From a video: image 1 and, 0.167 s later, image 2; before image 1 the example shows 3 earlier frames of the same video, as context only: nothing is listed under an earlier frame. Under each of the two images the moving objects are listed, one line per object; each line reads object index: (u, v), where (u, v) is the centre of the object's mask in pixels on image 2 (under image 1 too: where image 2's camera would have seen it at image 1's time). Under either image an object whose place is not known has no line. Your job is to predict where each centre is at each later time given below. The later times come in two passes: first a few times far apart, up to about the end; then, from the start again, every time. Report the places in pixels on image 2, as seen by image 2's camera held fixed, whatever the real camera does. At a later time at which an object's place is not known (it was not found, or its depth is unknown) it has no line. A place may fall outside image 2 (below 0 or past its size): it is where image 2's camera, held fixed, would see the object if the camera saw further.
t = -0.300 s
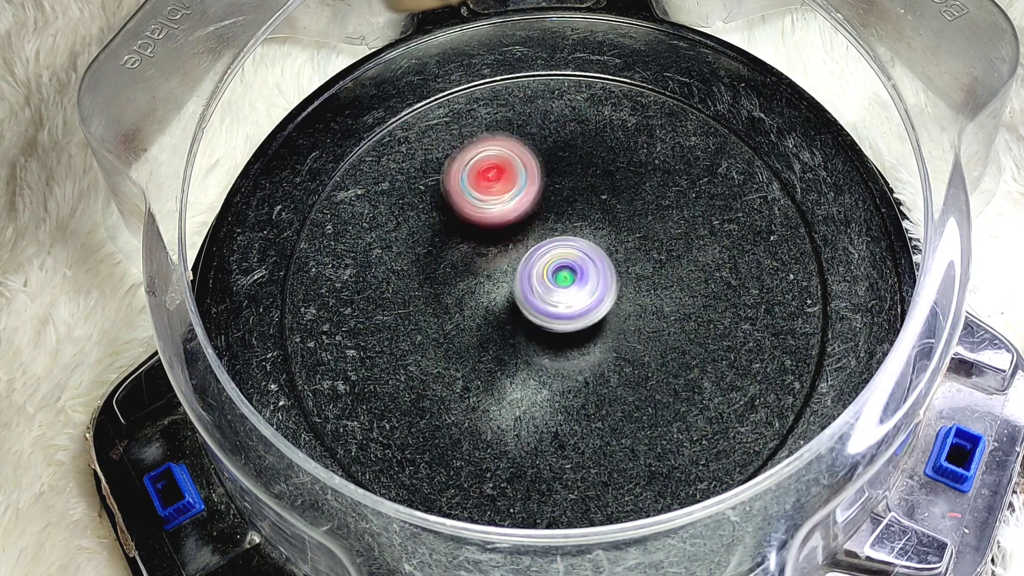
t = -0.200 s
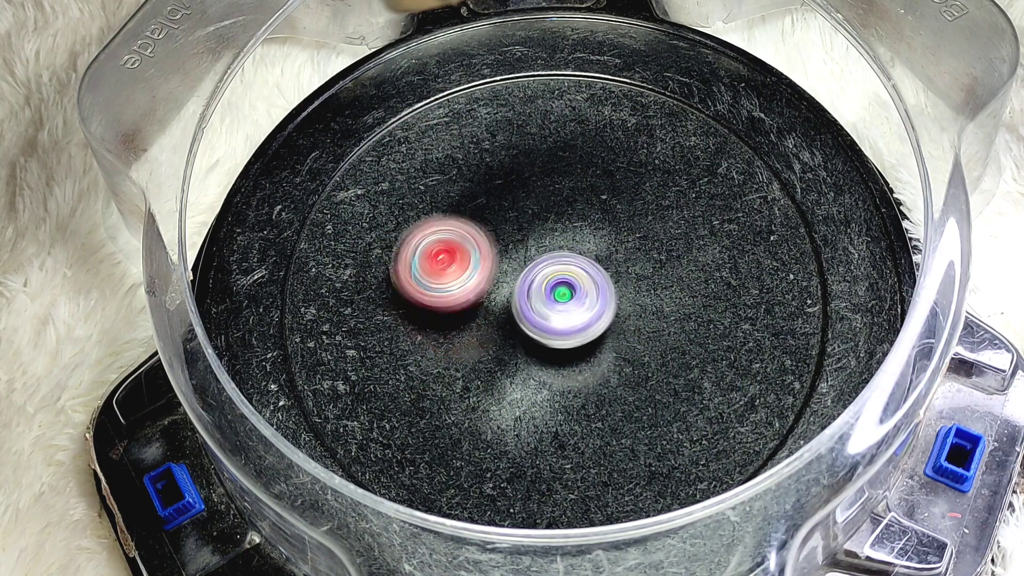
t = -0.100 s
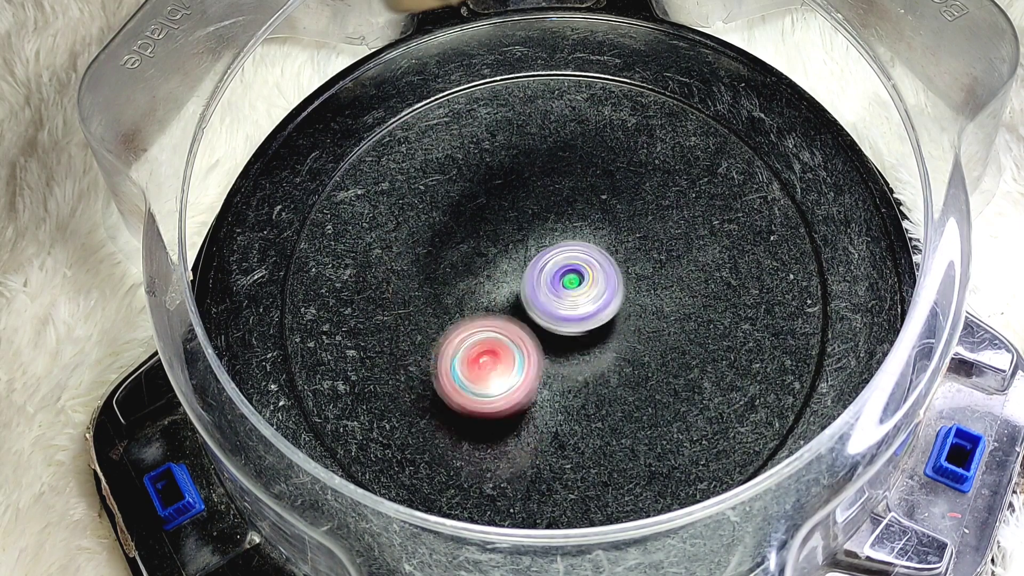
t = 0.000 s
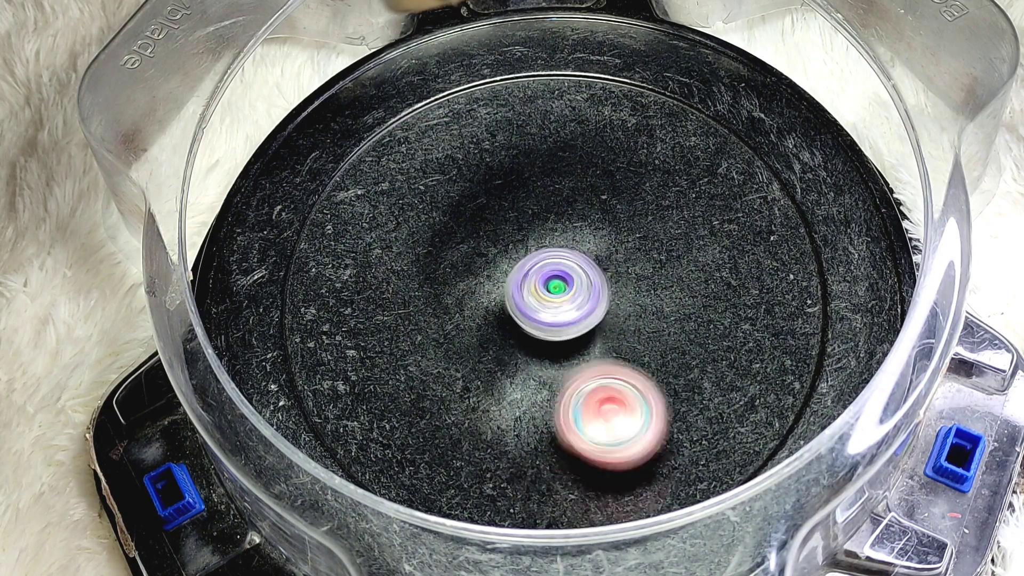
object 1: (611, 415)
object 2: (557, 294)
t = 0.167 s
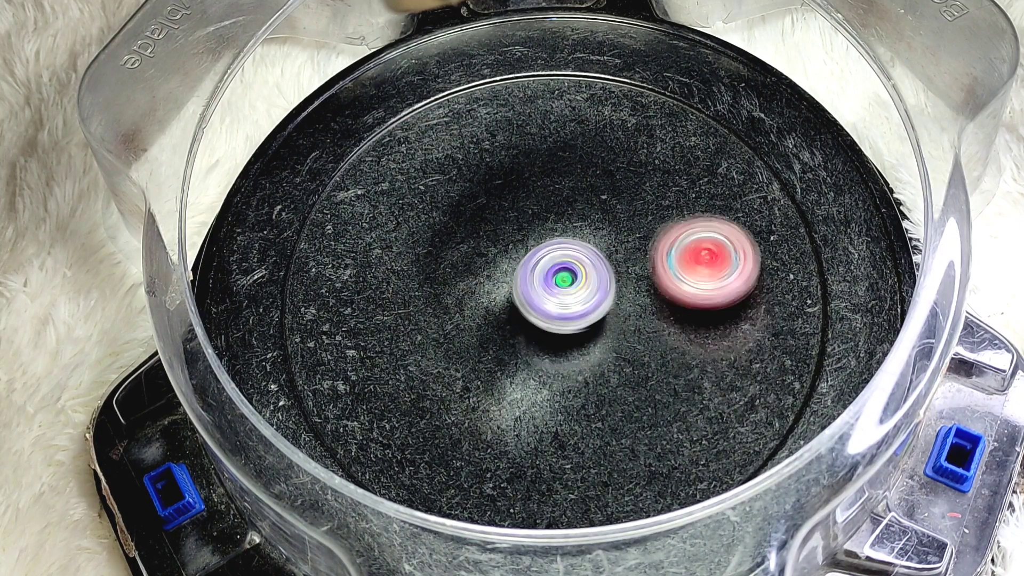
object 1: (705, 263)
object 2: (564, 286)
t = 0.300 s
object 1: (553, 195)
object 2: (561, 302)
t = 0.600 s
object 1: (416, 356)
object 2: (560, 297)
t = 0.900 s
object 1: (708, 261)
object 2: (571, 292)
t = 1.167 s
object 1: (594, 183)
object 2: (562, 293)
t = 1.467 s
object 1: (442, 233)
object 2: (574, 309)
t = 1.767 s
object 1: (453, 368)
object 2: (566, 287)
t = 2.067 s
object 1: (622, 381)
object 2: (544, 291)
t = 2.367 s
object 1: (673, 237)
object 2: (567, 290)
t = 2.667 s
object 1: (600, 120)
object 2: (529, 344)
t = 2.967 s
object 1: (471, 143)
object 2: (487, 388)
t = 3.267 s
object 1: (503, 242)
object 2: (427, 402)
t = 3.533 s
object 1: (621, 186)
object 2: (433, 462)
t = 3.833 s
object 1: (672, 152)
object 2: (511, 402)
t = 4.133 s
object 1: (608, 251)
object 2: (593, 361)
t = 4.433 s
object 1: (557, 290)
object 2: (660, 404)
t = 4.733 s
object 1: (497, 273)
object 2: (752, 422)
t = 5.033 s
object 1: (449, 219)
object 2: (739, 374)
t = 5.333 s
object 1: (469, 155)
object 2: (600, 253)
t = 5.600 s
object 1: (477, 104)
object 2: (562, 262)
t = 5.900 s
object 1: (507, 172)
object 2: (559, 288)
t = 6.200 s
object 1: (519, 229)
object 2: (565, 348)
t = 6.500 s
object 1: (479, 196)
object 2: (548, 389)
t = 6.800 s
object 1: (465, 214)
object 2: (545, 357)
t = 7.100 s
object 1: (460, 289)
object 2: (628, 336)
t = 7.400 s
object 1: (462, 359)
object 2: (675, 328)
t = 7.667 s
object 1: (465, 384)
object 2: (651, 314)
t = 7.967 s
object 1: (476, 337)
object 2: (601, 264)
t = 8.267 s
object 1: (506, 277)
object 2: (609, 227)
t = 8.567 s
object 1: (532, 279)
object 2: (637, 253)
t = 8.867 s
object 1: (458, 261)
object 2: (670, 301)
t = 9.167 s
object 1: (475, 227)
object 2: (569, 297)
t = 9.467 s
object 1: (490, 202)
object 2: (574, 282)
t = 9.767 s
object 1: (489, 235)
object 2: (583, 314)
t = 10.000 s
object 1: (472, 266)
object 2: (568, 322)
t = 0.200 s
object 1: (678, 229)
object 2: (560, 288)
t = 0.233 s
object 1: (639, 206)
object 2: (555, 290)
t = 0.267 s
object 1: (596, 200)
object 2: (556, 293)
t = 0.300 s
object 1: (553, 195)
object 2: (561, 302)
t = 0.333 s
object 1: (515, 184)
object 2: (568, 305)
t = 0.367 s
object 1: (475, 178)
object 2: (574, 300)
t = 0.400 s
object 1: (438, 173)
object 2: (578, 292)
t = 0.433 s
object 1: (422, 180)
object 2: (578, 288)
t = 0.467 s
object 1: (390, 205)
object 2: (572, 281)
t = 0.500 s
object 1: (369, 241)
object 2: (563, 282)
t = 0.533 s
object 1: (366, 283)
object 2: (556, 288)
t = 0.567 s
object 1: (384, 322)
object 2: (554, 293)
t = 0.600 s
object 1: (416, 356)
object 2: (560, 297)
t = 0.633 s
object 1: (456, 372)
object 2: (568, 297)
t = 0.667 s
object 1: (500, 368)
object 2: (572, 292)
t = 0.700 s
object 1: (544, 374)
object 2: (572, 283)
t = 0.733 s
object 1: (563, 381)
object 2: (569, 282)
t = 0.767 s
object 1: (609, 381)
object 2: (564, 283)
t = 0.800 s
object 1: (652, 365)
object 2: (559, 289)
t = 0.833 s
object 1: (684, 336)
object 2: (560, 294)
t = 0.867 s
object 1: (704, 300)
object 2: (566, 295)
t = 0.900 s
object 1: (708, 261)
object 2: (571, 292)
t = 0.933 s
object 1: (702, 243)
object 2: (572, 289)
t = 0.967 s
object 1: (695, 226)
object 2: (573, 287)
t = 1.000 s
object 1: (682, 210)
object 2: (572, 285)
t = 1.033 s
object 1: (669, 198)
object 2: (570, 284)
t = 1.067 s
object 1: (652, 187)
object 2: (568, 285)
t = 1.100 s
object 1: (633, 181)
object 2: (565, 288)
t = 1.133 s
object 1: (614, 180)
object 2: (563, 290)
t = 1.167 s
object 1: (594, 183)
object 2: (562, 293)
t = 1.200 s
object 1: (576, 189)
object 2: (563, 294)
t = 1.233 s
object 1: (558, 196)
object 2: (565, 295)
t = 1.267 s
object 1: (542, 199)
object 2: (567, 302)
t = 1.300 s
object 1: (527, 201)
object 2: (567, 305)
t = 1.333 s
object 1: (509, 204)
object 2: (569, 306)
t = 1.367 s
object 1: (492, 210)
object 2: (571, 308)
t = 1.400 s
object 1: (475, 217)
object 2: (572, 308)
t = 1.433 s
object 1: (457, 225)
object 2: (573, 309)
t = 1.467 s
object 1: (442, 233)
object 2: (574, 309)
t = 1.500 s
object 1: (429, 246)
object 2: (574, 308)
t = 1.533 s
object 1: (419, 257)
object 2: (574, 307)
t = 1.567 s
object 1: (411, 271)
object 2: (574, 306)
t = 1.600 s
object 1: (409, 288)
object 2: (574, 303)
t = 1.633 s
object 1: (411, 306)
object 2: (573, 301)
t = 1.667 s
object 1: (417, 325)
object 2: (573, 297)
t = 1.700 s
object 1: (426, 341)
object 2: (572, 293)
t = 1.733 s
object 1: (438, 357)
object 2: (570, 290)
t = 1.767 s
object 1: (453, 368)
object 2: (566, 287)
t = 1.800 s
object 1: (468, 373)
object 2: (562, 286)
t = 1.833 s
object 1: (486, 376)
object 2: (557, 286)
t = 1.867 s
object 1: (503, 378)
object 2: (553, 286)
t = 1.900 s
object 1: (522, 384)
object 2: (549, 286)
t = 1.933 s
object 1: (541, 392)
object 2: (546, 287)
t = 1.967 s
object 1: (561, 396)
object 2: (544, 287)
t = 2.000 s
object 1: (583, 395)
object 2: (543, 288)
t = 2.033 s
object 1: (603, 390)
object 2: (543, 289)
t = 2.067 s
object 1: (622, 381)
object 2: (544, 291)
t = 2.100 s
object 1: (641, 371)
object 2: (546, 291)
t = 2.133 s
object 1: (656, 358)
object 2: (549, 292)
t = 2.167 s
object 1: (670, 342)
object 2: (552, 292)
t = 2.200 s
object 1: (678, 325)
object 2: (555, 293)
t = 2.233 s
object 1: (685, 307)
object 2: (558, 293)
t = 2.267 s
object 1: (686, 289)
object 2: (560, 292)
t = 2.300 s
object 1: (686, 271)
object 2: (563, 292)
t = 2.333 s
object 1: (680, 254)
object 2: (565, 291)
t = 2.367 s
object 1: (673, 237)
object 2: (567, 290)
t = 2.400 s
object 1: (662, 223)
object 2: (569, 289)
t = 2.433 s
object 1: (651, 211)
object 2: (571, 287)
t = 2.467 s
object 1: (635, 200)
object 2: (572, 286)
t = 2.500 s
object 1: (620, 194)
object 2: (573, 284)
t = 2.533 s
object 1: (616, 174)
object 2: (555, 301)
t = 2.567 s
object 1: (618, 156)
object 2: (540, 316)
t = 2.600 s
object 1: (614, 143)
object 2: (533, 327)
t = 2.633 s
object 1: (608, 131)
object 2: (531, 335)
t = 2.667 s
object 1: (600, 120)
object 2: (529, 344)
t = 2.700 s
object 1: (589, 109)
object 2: (526, 352)
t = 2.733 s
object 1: (575, 101)
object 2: (523, 359)
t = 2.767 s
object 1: (559, 96)
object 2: (518, 365)
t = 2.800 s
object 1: (542, 96)
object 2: (514, 371)
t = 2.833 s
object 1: (524, 100)
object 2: (509, 377)
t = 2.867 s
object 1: (507, 106)
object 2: (504, 381)
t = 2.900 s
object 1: (493, 116)
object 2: (499, 384)
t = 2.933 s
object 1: (481, 130)
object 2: (493, 387)
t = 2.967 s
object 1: (471, 143)
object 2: (487, 388)
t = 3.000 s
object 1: (464, 159)
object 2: (482, 387)
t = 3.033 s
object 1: (462, 174)
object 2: (478, 386)
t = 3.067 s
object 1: (465, 188)
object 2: (474, 384)
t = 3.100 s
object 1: (468, 204)
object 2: (470, 380)
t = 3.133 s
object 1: (472, 219)
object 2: (465, 376)
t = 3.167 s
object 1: (473, 235)
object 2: (461, 372)
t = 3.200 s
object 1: (475, 251)
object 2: (458, 366)
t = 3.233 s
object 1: (479, 267)
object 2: (453, 367)
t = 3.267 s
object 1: (503, 242)
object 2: (427, 402)
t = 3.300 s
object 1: (525, 223)
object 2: (409, 428)
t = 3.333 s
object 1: (545, 210)
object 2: (400, 443)
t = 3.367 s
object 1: (562, 202)
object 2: (400, 448)
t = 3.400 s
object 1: (575, 196)
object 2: (405, 453)
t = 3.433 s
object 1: (588, 192)
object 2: (411, 457)
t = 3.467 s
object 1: (599, 189)
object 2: (418, 460)
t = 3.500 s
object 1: (610, 186)
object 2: (425, 462)
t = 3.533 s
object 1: (621, 186)
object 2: (433, 462)
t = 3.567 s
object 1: (632, 185)
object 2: (441, 460)
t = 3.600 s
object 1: (642, 182)
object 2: (450, 456)
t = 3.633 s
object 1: (654, 179)
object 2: (460, 451)
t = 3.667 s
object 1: (664, 176)
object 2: (470, 444)
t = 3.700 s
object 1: (672, 170)
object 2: (480, 436)
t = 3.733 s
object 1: (676, 165)
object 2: (489, 428)
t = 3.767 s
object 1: (679, 158)
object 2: (498, 419)
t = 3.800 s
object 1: (677, 154)
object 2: (505, 410)
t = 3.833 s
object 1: (672, 152)
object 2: (511, 402)
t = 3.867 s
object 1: (663, 154)
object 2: (517, 393)
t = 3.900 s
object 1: (652, 161)
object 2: (524, 387)
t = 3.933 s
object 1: (643, 172)
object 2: (531, 380)
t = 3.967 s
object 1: (636, 185)
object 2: (539, 374)
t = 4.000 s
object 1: (629, 200)
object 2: (549, 369)
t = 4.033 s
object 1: (623, 214)
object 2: (560, 364)
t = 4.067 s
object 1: (616, 229)
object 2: (571, 361)
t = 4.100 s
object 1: (611, 243)
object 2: (584, 356)
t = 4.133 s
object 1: (608, 251)
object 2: (593, 361)
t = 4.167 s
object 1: (611, 240)
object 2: (597, 380)
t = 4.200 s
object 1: (610, 236)
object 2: (603, 394)
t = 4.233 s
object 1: (603, 236)
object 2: (610, 402)
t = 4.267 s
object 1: (593, 238)
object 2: (619, 406)
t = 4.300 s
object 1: (585, 243)
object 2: (628, 406)
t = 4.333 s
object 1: (580, 253)
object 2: (637, 406)
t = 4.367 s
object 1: (573, 264)
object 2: (646, 406)
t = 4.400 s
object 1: (564, 277)
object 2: (653, 405)
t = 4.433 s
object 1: (557, 290)
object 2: (660, 404)
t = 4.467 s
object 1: (556, 300)
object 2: (666, 403)
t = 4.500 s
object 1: (560, 309)
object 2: (672, 401)
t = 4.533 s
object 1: (567, 319)
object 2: (675, 399)
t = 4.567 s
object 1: (573, 330)
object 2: (678, 396)
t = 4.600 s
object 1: (578, 341)
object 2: (680, 392)
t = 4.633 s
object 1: (554, 326)
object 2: (712, 408)
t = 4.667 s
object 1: (531, 306)
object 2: (736, 421)
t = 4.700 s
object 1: (511, 288)
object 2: (747, 423)
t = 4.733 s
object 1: (497, 273)
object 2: (752, 422)
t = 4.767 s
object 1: (488, 263)
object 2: (757, 418)
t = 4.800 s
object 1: (481, 259)
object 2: (759, 414)
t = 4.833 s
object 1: (474, 255)
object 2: (762, 411)
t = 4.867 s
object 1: (468, 251)
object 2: (762, 407)
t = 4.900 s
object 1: (462, 245)
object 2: (759, 402)
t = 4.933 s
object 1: (458, 238)
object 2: (755, 395)
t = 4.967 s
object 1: (455, 231)
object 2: (751, 389)
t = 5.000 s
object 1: (452, 225)
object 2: (745, 383)
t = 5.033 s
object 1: (449, 219)
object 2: (739, 374)
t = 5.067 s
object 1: (447, 212)
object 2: (731, 365)
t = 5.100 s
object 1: (445, 205)
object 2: (721, 354)
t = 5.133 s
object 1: (445, 197)
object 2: (707, 342)
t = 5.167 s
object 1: (447, 187)
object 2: (692, 327)
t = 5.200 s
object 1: (451, 179)
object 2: (675, 312)
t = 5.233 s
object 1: (455, 170)
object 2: (656, 296)
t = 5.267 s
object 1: (459, 164)
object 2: (638, 281)
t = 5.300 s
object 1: (463, 158)
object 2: (619, 266)
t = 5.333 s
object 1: (469, 155)
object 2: (600, 253)
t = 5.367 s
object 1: (475, 152)
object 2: (584, 241)
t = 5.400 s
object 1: (482, 150)
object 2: (571, 229)
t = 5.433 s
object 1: (491, 148)
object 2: (560, 221)
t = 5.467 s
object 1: (491, 128)
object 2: (562, 235)
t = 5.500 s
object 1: (490, 115)
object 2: (563, 249)
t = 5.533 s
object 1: (487, 109)
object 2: (564, 258)
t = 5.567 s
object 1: (481, 105)
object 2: (563, 262)
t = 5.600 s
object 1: (477, 104)
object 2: (562, 262)
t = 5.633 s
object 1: (472, 105)
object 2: (563, 263)
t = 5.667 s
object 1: (469, 111)
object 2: (564, 263)
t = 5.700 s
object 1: (469, 122)
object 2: (563, 264)
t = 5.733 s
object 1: (474, 135)
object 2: (563, 267)
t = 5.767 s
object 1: (479, 144)
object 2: (564, 270)
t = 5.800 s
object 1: (485, 153)
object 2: (562, 273)
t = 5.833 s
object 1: (492, 159)
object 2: (561, 277)
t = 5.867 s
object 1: (500, 164)
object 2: (561, 283)
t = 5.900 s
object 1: (507, 172)
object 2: (559, 288)
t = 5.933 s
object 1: (512, 181)
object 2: (558, 291)
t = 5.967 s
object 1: (516, 190)
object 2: (560, 296)
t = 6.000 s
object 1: (518, 201)
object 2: (561, 300)
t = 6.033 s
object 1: (521, 212)
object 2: (563, 303)
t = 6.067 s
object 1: (522, 221)
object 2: (564, 307)
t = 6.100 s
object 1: (523, 224)
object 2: (565, 316)
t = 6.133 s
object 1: (524, 231)
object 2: (562, 320)
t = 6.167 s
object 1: (523, 238)
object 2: (561, 324)
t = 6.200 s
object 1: (519, 229)
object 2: (565, 348)
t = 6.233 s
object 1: (515, 223)
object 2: (568, 367)
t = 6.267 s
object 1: (510, 220)
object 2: (568, 378)
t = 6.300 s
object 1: (503, 215)
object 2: (566, 386)
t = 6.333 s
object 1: (496, 211)
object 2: (564, 388)
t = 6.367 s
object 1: (493, 207)
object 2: (562, 389)
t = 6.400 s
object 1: (489, 203)
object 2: (559, 391)
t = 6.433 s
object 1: (485, 199)
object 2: (555, 390)
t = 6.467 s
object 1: (481, 197)
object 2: (551, 390)
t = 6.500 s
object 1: (479, 196)
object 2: (548, 389)
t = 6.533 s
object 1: (478, 194)
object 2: (545, 386)
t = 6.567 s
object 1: (475, 193)
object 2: (542, 384)
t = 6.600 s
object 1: (472, 193)
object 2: (540, 381)
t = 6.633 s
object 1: (471, 194)
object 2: (538, 377)
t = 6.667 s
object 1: (469, 196)
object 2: (537, 374)
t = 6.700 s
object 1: (467, 198)
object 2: (538, 369)
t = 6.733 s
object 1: (467, 203)
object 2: (538, 365)
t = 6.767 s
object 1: (468, 208)
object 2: (541, 361)
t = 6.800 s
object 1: (465, 214)
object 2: (545, 357)
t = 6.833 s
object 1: (462, 222)
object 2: (550, 355)
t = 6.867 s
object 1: (462, 230)
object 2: (556, 353)
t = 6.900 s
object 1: (459, 237)
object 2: (564, 351)
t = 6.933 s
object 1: (459, 246)
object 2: (573, 350)
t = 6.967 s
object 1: (462, 254)
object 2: (584, 348)
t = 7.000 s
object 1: (462, 262)
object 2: (595, 345)
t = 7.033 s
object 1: (460, 272)
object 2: (605, 342)
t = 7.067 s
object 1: (459, 281)
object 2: (617, 338)
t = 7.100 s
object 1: (460, 289)
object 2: (628, 336)
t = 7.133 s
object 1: (459, 296)
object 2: (638, 334)
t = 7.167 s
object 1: (459, 306)
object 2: (646, 332)
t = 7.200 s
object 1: (460, 314)
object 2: (653, 331)
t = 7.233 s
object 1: (462, 322)
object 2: (658, 330)
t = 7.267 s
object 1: (461, 330)
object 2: (663, 329)
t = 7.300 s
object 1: (462, 338)
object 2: (667, 329)
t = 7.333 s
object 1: (464, 345)
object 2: (670, 328)
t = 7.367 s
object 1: (463, 351)
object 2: (673, 329)
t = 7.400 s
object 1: (462, 359)
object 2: (675, 328)
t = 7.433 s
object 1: (462, 366)
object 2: (675, 328)
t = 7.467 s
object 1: (463, 369)
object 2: (674, 328)
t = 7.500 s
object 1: (460, 373)
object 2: (672, 326)
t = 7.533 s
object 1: (460, 378)
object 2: (668, 326)
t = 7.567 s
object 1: (461, 380)
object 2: (664, 323)
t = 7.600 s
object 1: (461, 382)
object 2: (660, 321)
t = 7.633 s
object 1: (462, 384)
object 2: (656, 318)
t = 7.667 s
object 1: (465, 384)
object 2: (651, 314)
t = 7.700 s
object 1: (467, 381)
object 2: (646, 311)
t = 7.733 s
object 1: (467, 378)
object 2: (641, 307)
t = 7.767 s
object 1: (470, 375)
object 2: (634, 300)
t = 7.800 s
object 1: (470, 369)
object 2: (628, 295)
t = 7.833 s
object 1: (469, 363)
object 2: (621, 288)
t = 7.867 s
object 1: (471, 358)
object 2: (614, 282)
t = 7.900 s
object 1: (472, 350)
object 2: (609, 276)
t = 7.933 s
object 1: (472, 344)
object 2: (604, 269)
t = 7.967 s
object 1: (476, 337)
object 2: (601, 264)
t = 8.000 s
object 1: (478, 327)
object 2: (599, 258)
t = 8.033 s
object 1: (480, 320)
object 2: (598, 254)
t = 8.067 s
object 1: (486, 312)
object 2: (599, 249)
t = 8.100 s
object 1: (489, 303)
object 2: (599, 244)
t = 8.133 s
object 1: (494, 297)
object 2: (600, 241)
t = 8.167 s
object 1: (503, 292)
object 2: (599, 237)
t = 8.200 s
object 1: (509, 286)
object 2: (599, 234)
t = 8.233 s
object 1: (511, 282)
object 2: (599, 230)
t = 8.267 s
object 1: (506, 277)
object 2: (609, 227)
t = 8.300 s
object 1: (500, 277)
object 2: (618, 226)
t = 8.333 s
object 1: (495, 281)
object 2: (623, 229)
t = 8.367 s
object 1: (494, 287)
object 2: (628, 230)
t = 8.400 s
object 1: (495, 292)
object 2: (631, 232)
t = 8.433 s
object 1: (502, 293)
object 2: (636, 235)
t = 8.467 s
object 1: (509, 291)
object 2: (637, 238)
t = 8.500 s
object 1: (514, 287)
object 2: (638, 243)
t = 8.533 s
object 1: (524, 283)
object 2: (639, 247)
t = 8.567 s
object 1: (532, 279)
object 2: (637, 253)
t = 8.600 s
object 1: (539, 278)
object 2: (636, 259)
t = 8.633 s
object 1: (518, 275)
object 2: (657, 266)
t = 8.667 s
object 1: (491, 274)
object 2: (682, 272)
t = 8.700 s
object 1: (477, 272)
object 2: (693, 280)
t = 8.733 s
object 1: (469, 269)
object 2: (696, 285)
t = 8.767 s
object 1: (467, 269)
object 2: (690, 289)
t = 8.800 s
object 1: (464, 267)
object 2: (686, 292)
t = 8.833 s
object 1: (461, 266)
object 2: (678, 296)
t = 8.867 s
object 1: (458, 261)
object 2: (670, 301)
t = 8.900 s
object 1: (456, 256)
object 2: (658, 304)
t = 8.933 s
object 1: (457, 250)
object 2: (647, 308)
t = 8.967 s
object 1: (460, 247)
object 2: (632, 309)
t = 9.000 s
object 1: (463, 244)
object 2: (619, 310)
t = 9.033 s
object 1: (465, 243)
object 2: (605, 309)
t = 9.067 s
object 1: (469, 240)
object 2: (593, 307)
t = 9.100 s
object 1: (470, 238)
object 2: (580, 303)
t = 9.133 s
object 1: (477, 236)
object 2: (568, 297)
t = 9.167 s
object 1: (475, 227)
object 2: (569, 297)
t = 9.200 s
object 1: (472, 217)
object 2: (571, 299)
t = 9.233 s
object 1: (474, 211)
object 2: (570, 296)
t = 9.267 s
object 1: (476, 207)
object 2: (570, 293)
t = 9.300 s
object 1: (477, 205)
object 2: (571, 289)
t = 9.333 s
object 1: (480, 201)
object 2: (572, 289)
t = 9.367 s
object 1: (482, 202)
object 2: (571, 286)
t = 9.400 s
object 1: (485, 200)
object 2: (572, 284)
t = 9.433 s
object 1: (488, 202)
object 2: (572, 282)
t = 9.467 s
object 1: (490, 202)
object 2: (574, 282)
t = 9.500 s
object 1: (494, 206)
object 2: (573, 282)
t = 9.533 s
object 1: (496, 209)
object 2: (574, 280)
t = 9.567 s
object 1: (497, 214)
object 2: (576, 282)
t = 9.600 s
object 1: (497, 215)
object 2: (579, 289)
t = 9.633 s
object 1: (493, 219)
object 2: (579, 294)
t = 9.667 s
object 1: (492, 219)
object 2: (581, 298)
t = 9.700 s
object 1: (493, 225)
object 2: (583, 304)
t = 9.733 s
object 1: (489, 230)
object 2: (583, 310)
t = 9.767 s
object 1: (489, 235)
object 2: (583, 314)
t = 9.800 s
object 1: (486, 242)
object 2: (579, 317)
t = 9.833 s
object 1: (484, 247)
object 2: (578, 319)
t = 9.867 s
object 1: (480, 253)
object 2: (575, 321)
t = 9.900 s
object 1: (478, 256)
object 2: (573, 322)
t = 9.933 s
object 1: (476, 260)
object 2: (569, 322)
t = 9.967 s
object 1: (474, 262)
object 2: (568, 322)
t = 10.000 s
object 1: (472, 266)
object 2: (568, 322)
